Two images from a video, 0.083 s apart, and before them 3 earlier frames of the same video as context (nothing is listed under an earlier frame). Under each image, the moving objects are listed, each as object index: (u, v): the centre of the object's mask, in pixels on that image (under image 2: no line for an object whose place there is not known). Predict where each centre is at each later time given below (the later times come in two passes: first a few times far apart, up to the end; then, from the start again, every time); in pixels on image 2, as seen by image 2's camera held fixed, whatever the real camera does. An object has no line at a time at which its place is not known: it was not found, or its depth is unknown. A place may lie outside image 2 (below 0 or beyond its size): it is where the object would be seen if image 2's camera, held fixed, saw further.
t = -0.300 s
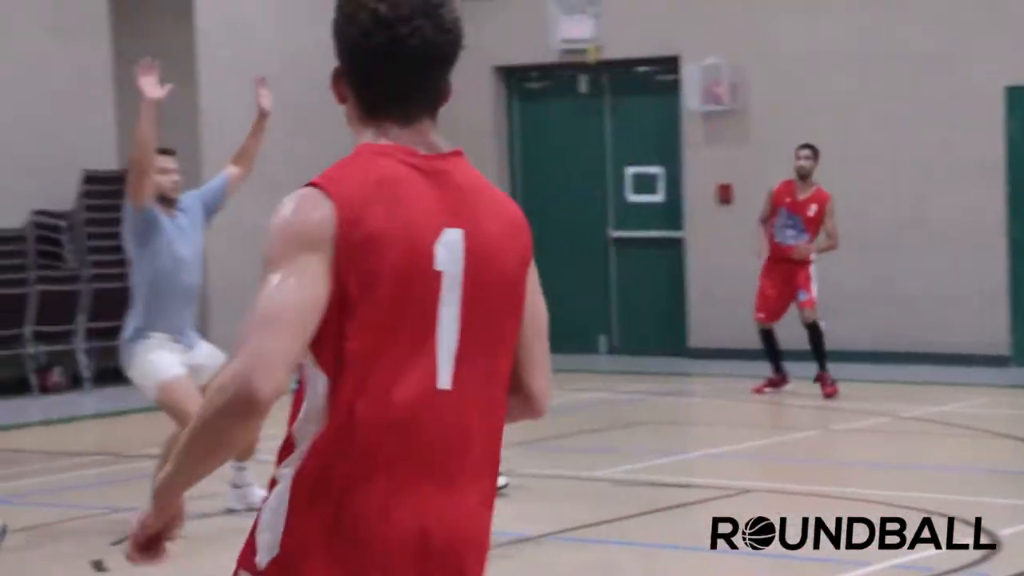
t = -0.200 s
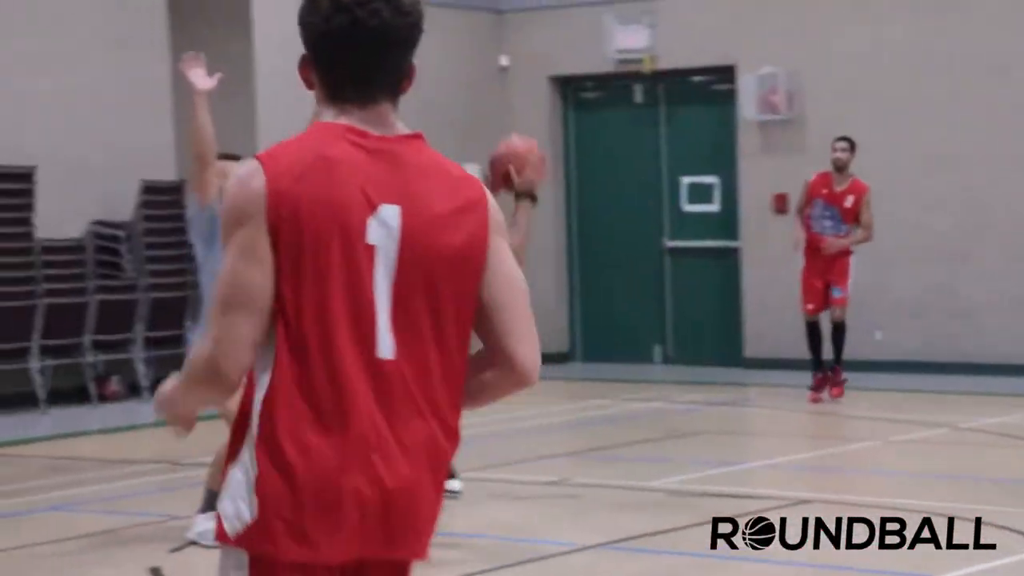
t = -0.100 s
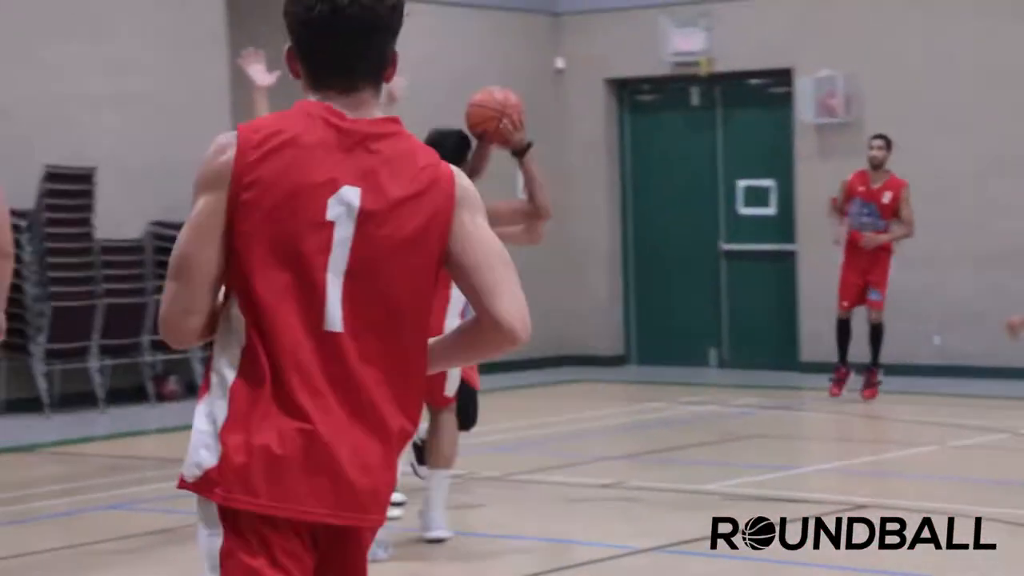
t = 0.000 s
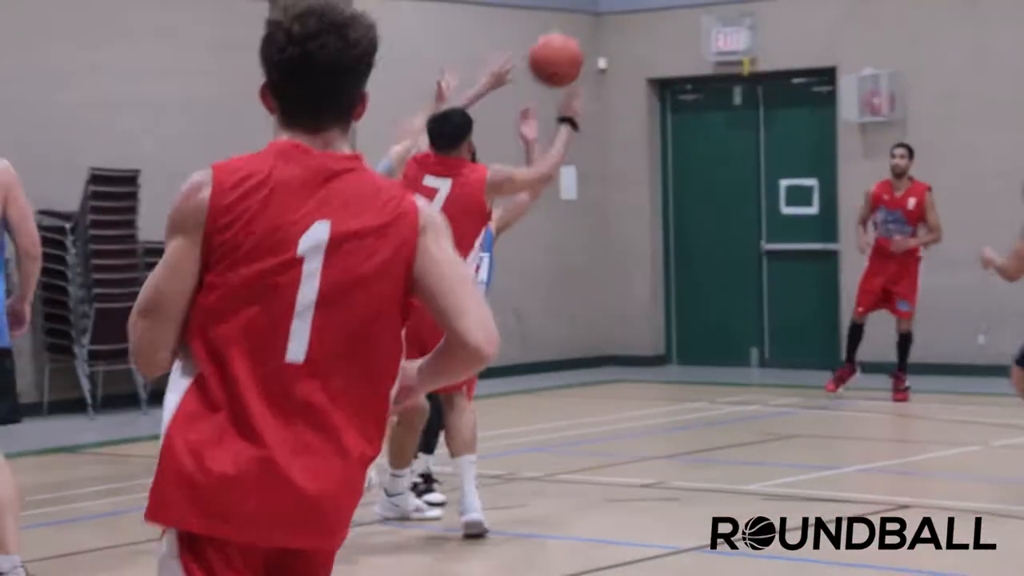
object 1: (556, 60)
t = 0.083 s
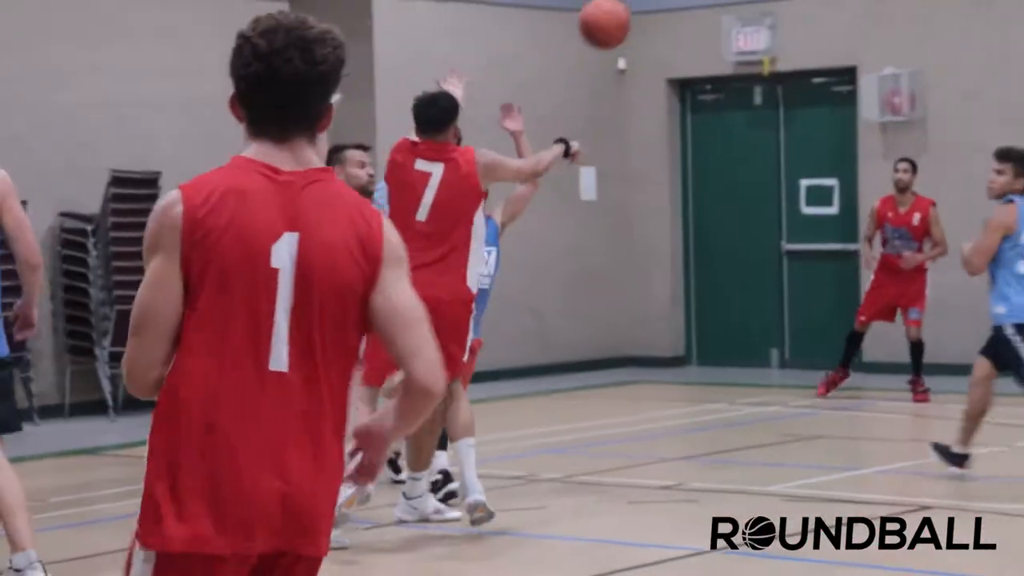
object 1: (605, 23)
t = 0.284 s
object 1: (660, 5)
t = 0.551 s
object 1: (709, 91)
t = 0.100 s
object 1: (610, 20)
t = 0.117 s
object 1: (614, 17)
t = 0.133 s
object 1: (619, 15)
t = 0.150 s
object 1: (624, 12)
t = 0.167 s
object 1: (630, 10)
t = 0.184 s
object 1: (634, 8)
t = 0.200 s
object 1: (638, 6)
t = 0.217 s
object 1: (643, 5)
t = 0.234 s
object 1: (648, 4)
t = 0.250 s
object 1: (651, 4)
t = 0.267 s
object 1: (655, 5)
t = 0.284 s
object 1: (660, 5)
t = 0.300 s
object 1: (663, 8)
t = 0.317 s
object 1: (667, 11)
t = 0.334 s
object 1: (671, 13)
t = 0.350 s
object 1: (675, 17)
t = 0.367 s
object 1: (679, 21)
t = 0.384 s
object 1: (682, 25)
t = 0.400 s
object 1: (685, 30)
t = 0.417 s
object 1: (688, 35)
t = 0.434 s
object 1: (691, 41)
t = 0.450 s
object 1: (694, 47)
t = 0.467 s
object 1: (697, 53)
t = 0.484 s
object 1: (699, 60)
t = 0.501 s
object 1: (702, 67)
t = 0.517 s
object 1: (705, 75)
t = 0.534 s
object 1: (707, 83)
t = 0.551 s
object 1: (709, 91)
